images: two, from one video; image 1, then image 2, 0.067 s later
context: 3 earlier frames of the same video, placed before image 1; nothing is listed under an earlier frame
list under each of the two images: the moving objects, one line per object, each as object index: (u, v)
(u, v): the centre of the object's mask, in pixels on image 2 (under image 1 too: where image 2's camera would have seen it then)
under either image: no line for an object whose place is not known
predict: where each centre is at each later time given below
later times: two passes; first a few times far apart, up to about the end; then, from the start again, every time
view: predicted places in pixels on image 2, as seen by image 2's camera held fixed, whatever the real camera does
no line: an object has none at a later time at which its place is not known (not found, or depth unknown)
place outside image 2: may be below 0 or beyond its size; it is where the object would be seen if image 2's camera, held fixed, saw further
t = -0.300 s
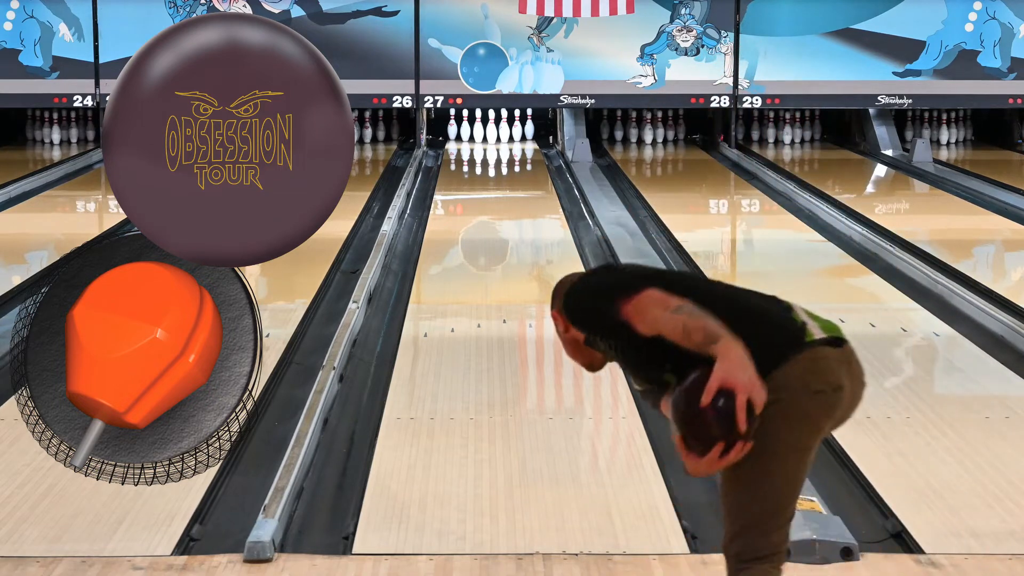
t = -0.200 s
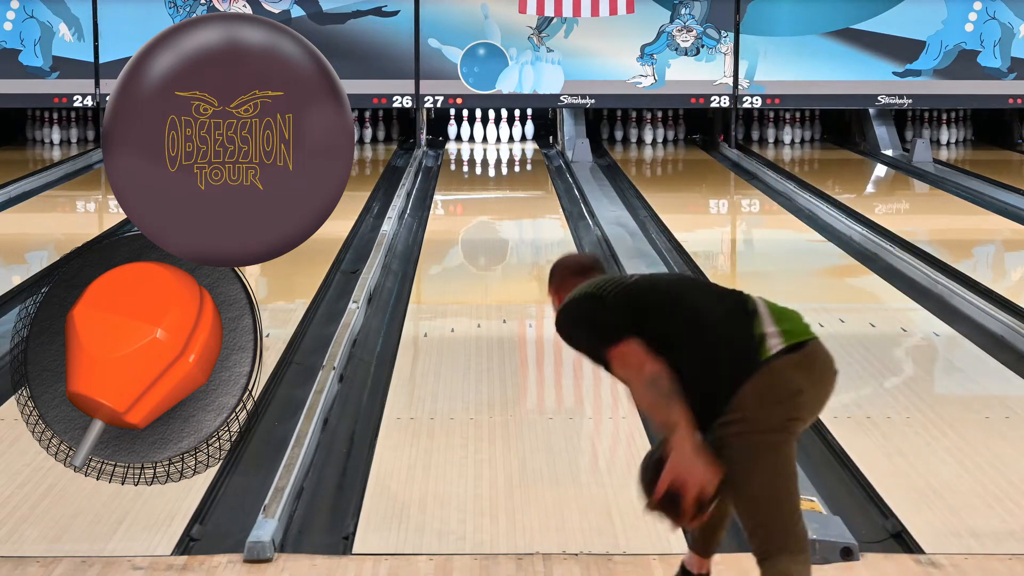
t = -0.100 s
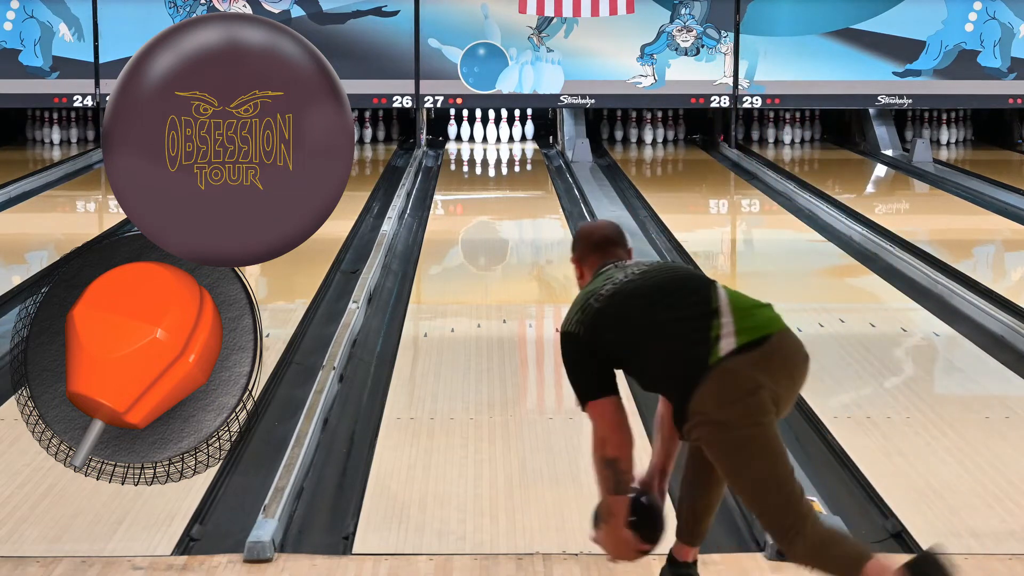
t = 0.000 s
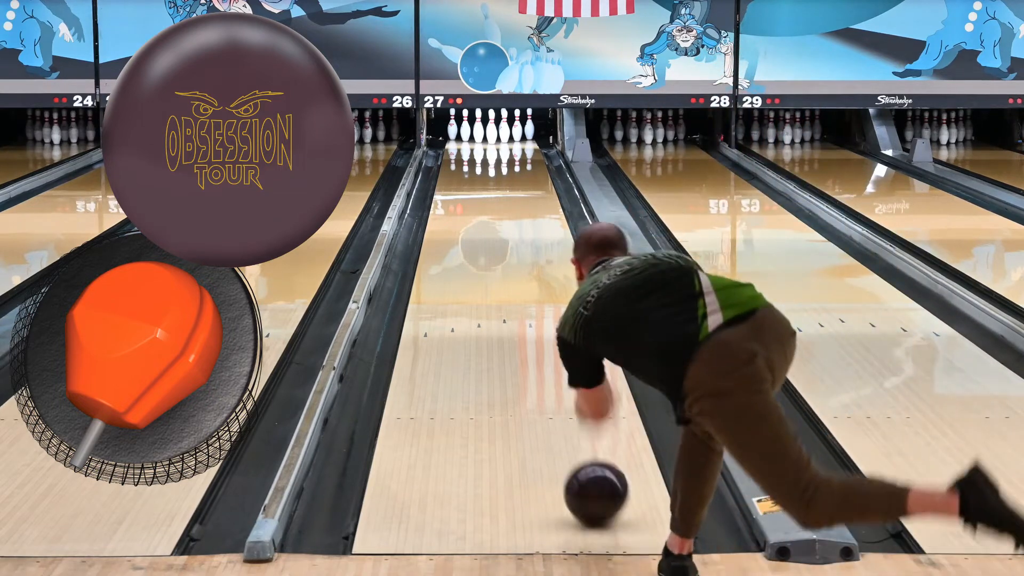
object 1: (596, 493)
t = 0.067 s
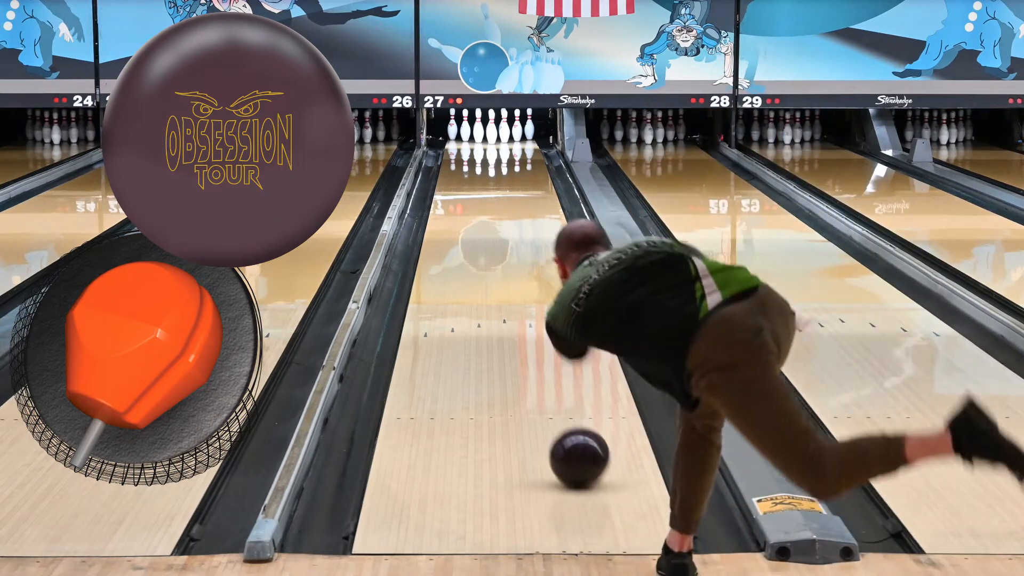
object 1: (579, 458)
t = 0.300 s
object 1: (536, 367)
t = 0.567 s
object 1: (505, 298)
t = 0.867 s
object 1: (482, 247)
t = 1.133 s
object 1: (469, 214)
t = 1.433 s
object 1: (459, 186)
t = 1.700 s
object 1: (456, 167)
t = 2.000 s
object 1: (465, 150)
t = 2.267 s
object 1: (481, 139)
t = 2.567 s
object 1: (484, 132)
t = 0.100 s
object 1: (572, 442)
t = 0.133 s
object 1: (564, 428)
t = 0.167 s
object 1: (558, 414)
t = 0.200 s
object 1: (552, 401)
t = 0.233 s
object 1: (546, 389)
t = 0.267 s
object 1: (541, 378)
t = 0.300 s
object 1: (536, 367)
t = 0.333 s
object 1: (531, 357)
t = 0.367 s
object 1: (526, 348)
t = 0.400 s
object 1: (522, 339)
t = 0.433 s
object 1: (518, 330)
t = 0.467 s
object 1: (515, 321)
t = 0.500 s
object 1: (511, 313)
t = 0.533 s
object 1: (508, 306)
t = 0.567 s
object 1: (505, 298)
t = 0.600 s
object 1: (502, 292)
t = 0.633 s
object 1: (499, 285)
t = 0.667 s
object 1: (496, 279)
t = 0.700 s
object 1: (493, 273)
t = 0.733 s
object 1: (491, 267)
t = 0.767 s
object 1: (488, 262)
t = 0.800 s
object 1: (486, 257)
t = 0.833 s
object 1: (484, 252)
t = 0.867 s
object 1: (482, 247)
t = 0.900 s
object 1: (480, 242)
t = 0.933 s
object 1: (478, 238)
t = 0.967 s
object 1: (476, 234)
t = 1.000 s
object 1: (475, 229)
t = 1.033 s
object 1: (473, 225)
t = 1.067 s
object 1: (472, 221)
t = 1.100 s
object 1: (470, 218)
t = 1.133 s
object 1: (469, 214)
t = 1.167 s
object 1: (467, 211)
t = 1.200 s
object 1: (466, 207)
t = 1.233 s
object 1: (465, 204)
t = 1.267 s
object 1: (463, 201)
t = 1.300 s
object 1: (462, 198)
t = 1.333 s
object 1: (461, 195)
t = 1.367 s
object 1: (460, 192)
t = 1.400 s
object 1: (460, 189)
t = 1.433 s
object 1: (459, 186)
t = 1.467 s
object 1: (458, 183)
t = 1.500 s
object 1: (457, 181)
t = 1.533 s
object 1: (457, 178)
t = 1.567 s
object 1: (457, 176)
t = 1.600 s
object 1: (456, 173)
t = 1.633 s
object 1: (456, 171)
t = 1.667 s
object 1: (456, 169)
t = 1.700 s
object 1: (456, 167)
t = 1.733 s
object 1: (456, 165)
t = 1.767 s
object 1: (457, 163)
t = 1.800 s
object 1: (457, 161)
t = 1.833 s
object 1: (458, 159)
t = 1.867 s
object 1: (459, 157)
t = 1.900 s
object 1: (460, 155)
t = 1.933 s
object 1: (462, 153)
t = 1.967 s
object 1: (463, 152)
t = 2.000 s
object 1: (465, 150)
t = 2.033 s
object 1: (467, 148)
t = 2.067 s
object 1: (469, 147)
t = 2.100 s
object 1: (471, 145)
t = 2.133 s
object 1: (473, 144)
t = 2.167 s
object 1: (475, 143)
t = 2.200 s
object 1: (477, 141)
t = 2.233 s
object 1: (479, 140)
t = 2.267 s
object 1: (481, 139)
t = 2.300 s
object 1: (482, 137)
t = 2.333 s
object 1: (484, 136)
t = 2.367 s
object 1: (485, 135)
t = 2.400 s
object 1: (484, 134)
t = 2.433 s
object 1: (485, 134)
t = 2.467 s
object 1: (485, 133)
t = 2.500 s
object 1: (485, 133)
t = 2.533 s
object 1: (484, 132)
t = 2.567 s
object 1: (484, 132)
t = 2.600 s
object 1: (484, 132)
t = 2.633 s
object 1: (484, 132)
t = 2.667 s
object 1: (484, 131)
